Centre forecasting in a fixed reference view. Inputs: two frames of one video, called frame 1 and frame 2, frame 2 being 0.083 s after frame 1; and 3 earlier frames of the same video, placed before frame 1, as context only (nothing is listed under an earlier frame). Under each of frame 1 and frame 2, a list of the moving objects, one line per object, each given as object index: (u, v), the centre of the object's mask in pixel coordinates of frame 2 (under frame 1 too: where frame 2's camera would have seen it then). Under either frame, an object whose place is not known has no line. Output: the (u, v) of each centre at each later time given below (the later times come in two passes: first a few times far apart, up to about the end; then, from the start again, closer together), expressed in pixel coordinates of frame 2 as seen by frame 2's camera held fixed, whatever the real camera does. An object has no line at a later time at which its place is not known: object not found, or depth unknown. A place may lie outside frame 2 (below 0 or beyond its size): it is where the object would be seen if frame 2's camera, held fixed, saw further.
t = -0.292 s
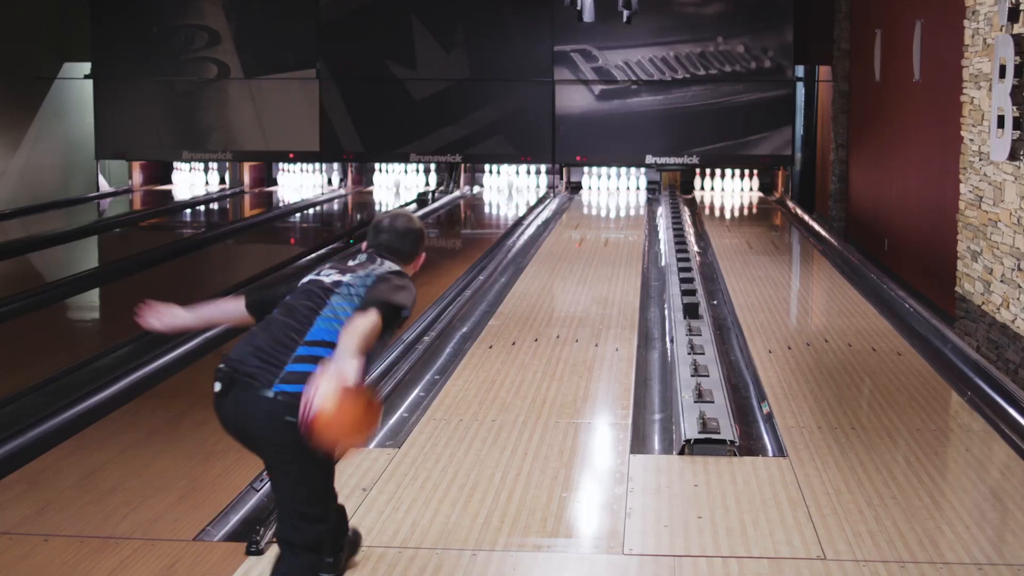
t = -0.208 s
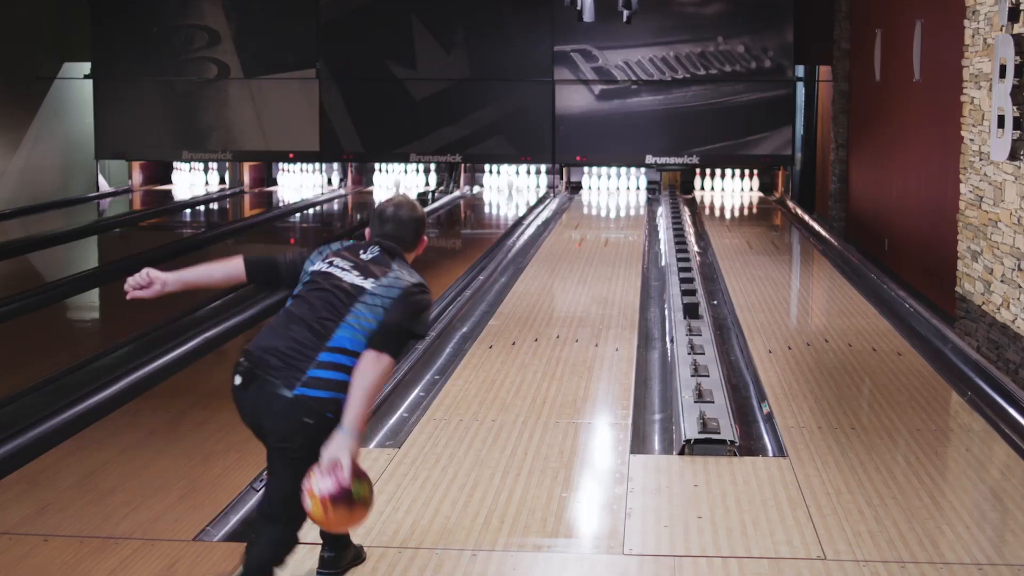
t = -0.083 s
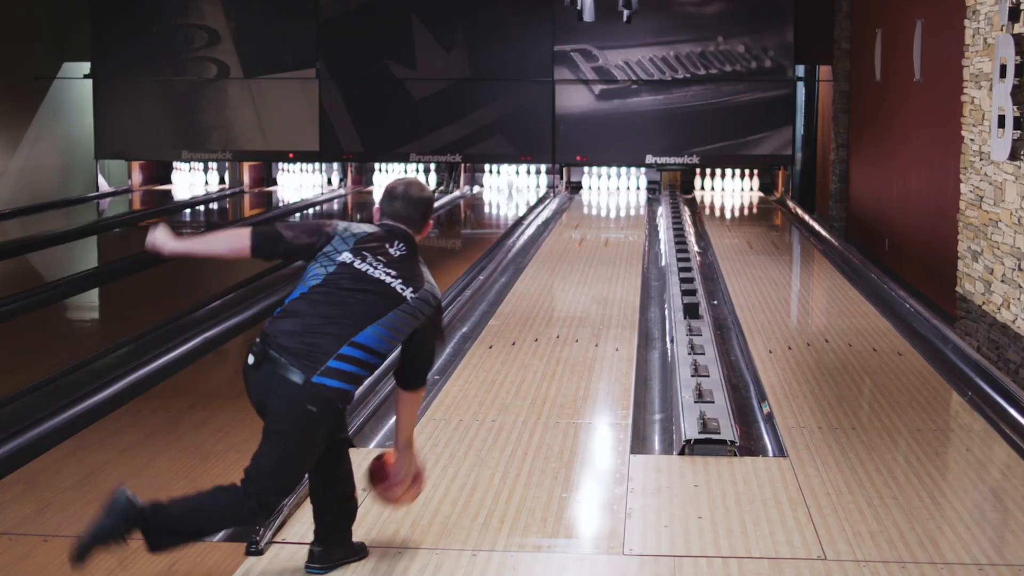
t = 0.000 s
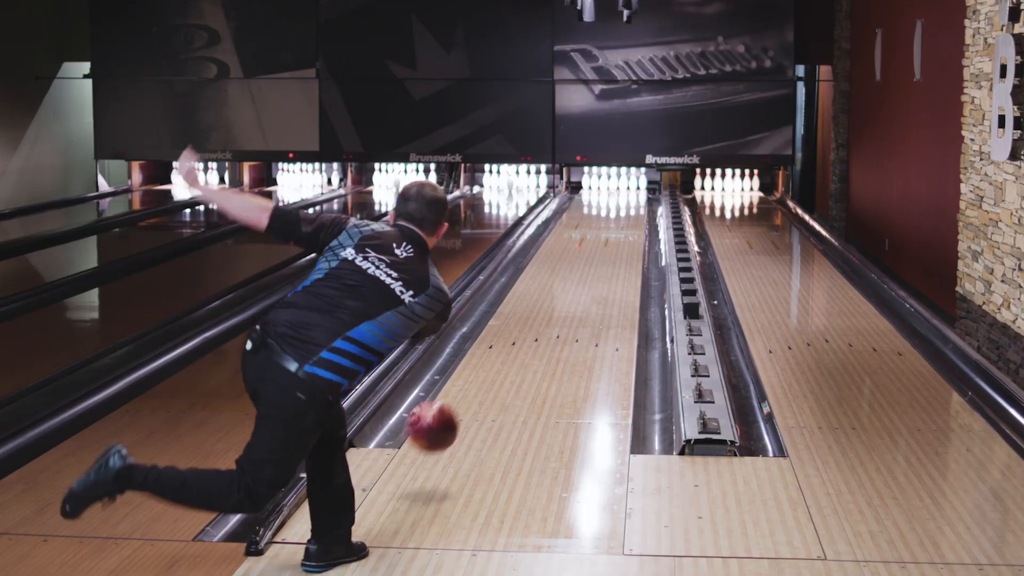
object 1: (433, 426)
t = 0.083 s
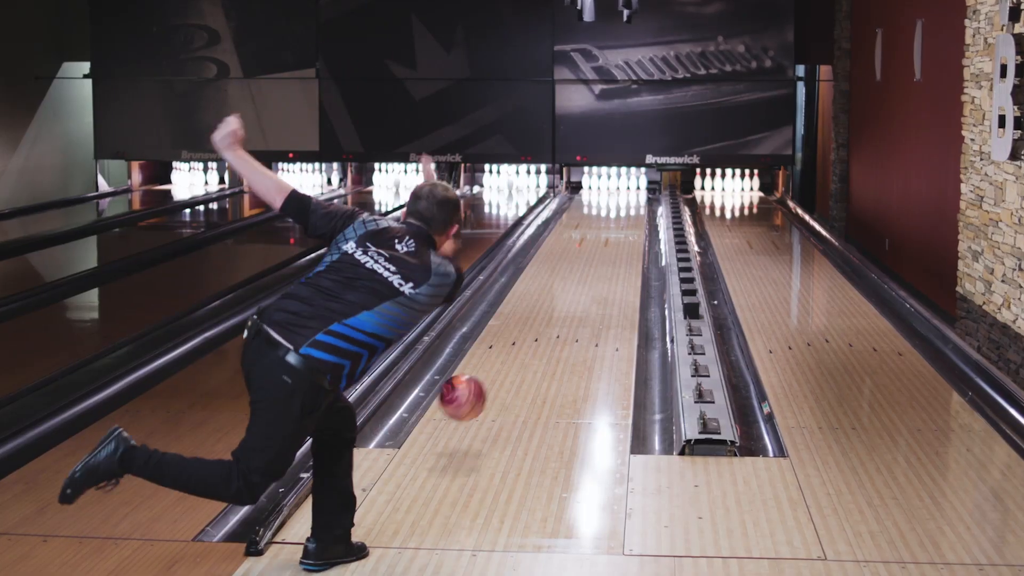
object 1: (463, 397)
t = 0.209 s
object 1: (498, 387)
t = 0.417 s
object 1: (541, 342)
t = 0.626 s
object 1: (571, 305)
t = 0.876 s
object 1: (597, 272)
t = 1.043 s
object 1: (609, 255)
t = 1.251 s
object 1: (621, 239)
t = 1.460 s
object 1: (630, 225)
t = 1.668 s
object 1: (634, 214)
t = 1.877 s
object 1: (634, 205)
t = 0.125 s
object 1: (476, 389)
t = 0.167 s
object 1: (487, 386)
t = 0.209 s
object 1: (498, 387)
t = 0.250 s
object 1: (509, 380)
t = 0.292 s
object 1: (518, 368)
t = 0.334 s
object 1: (526, 360)
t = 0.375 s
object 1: (534, 350)
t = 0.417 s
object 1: (541, 342)
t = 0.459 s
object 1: (548, 333)
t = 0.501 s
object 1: (555, 326)
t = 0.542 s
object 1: (560, 319)
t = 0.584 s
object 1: (566, 312)
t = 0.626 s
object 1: (571, 305)
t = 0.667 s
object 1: (576, 299)
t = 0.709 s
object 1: (581, 293)
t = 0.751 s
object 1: (585, 287)
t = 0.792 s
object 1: (589, 282)
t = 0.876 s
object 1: (597, 272)
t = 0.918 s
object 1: (600, 268)
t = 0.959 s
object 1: (603, 263)
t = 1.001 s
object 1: (606, 260)
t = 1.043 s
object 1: (609, 255)
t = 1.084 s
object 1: (612, 252)
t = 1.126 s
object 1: (614, 248)
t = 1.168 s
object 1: (617, 245)
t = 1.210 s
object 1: (619, 242)
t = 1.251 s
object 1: (621, 239)
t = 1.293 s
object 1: (623, 236)
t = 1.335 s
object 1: (625, 233)
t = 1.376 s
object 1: (627, 230)
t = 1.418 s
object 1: (628, 227)
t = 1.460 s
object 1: (630, 225)
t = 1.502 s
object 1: (631, 223)
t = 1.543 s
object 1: (632, 221)
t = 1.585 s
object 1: (633, 218)
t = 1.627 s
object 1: (634, 216)
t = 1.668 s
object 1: (634, 214)
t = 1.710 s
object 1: (635, 213)
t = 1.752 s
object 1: (635, 210)
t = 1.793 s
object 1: (634, 209)
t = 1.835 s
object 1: (634, 207)
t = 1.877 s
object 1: (634, 205)
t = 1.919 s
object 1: (634, 204)
